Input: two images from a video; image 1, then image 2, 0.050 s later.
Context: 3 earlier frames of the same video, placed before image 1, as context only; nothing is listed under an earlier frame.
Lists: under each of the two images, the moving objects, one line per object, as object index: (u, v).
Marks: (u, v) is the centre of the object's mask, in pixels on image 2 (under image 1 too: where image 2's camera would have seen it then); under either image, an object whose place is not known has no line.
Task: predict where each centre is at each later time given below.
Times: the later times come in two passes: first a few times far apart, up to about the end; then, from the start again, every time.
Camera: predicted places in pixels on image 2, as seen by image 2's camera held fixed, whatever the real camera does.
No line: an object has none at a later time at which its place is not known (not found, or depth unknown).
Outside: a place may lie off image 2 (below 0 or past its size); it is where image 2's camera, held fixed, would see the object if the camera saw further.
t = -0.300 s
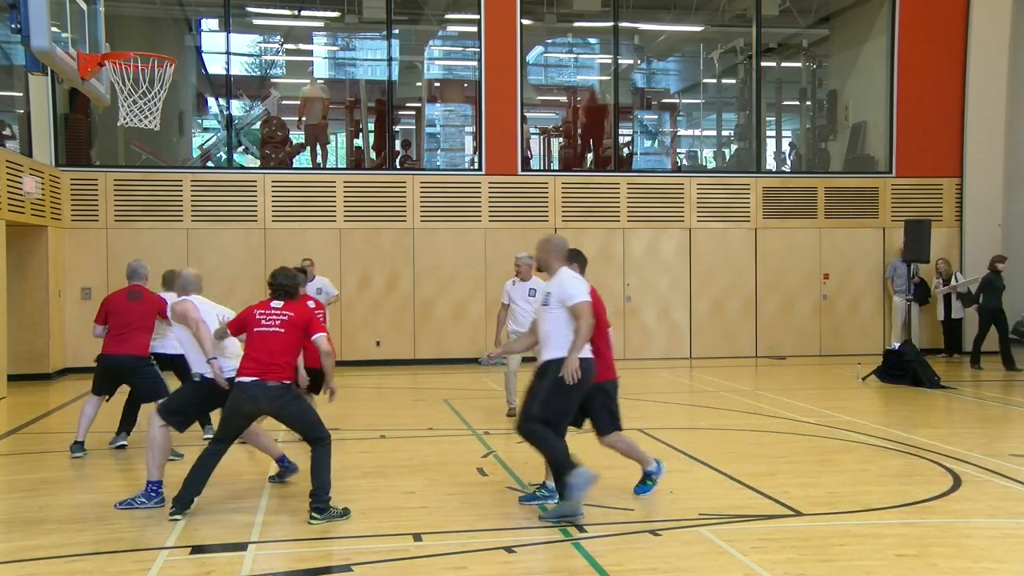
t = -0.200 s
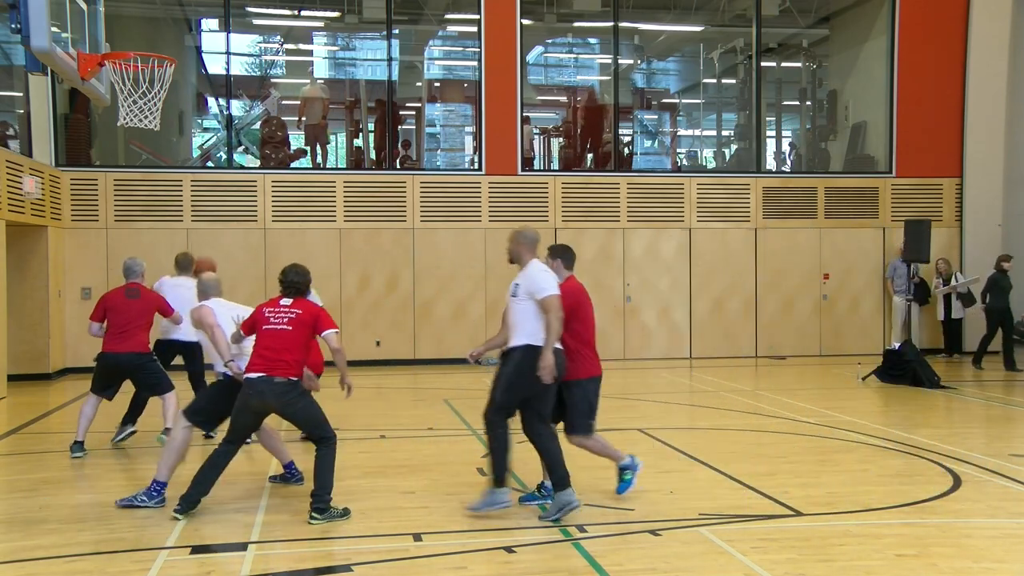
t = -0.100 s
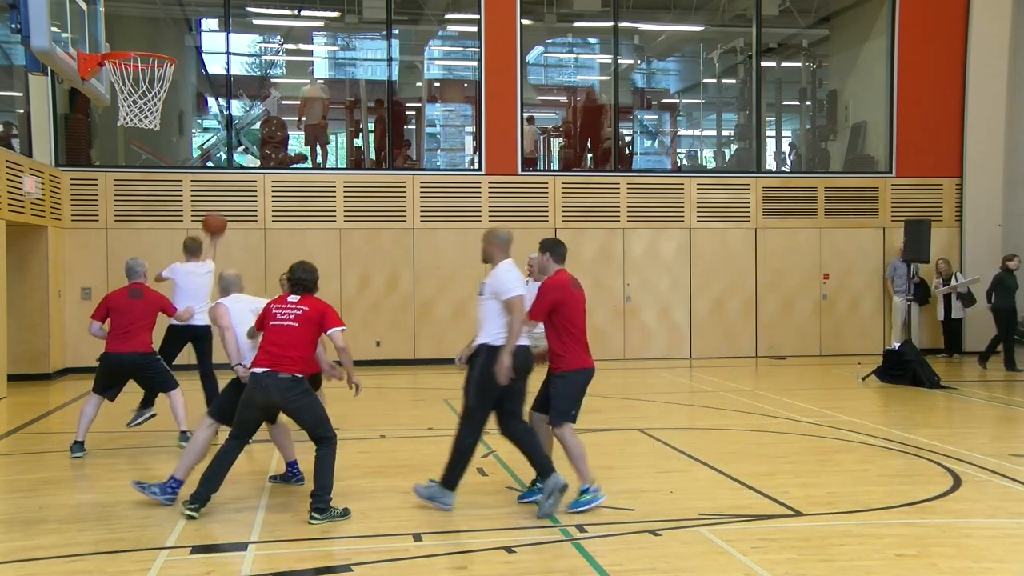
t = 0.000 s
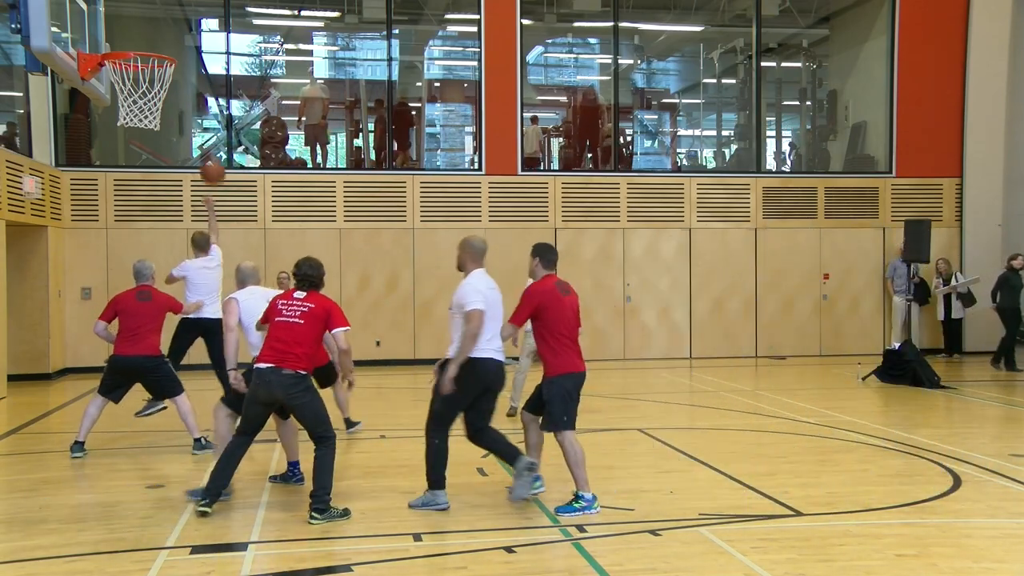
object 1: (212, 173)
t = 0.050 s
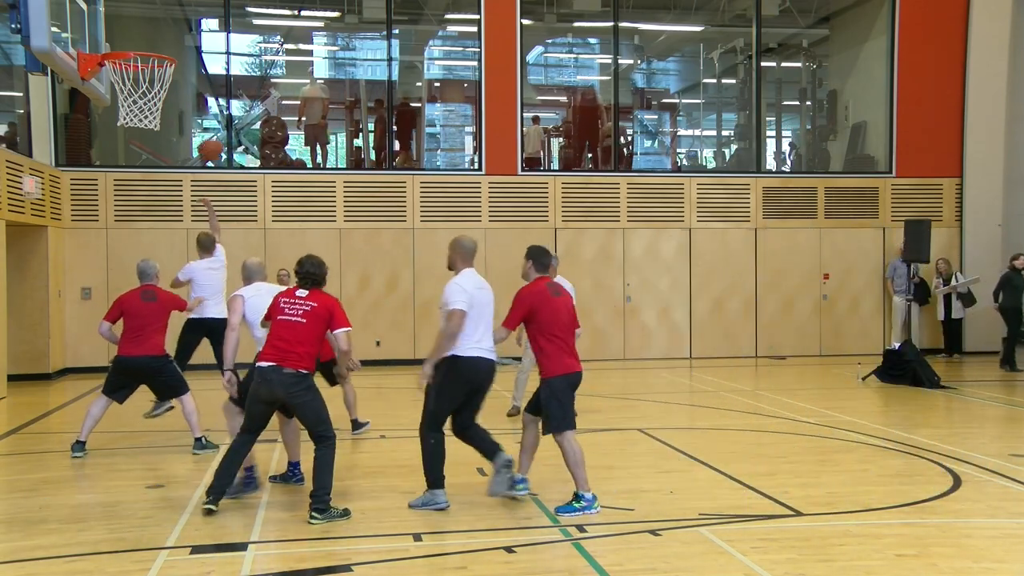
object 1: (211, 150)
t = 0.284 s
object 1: (197, 65)
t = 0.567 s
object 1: (184, 33)
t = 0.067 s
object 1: (209, 142)
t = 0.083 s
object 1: (209, 135)
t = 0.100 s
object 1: (207, 127)
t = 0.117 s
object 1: (206, 120)
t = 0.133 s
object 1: (205, 113)
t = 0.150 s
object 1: (204, 107)
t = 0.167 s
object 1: (204, 101)
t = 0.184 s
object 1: (203, 95)
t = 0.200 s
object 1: (203, 89)
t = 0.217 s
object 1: (201, 85)
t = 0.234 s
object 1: (200, 79)
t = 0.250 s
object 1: (199, 74)
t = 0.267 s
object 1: (198, 69)
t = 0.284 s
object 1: (197, 65)
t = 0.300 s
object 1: (196, 61)
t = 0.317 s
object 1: (196, 57)
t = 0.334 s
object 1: (195, 53)
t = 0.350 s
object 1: (194, 49)
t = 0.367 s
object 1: (193, 47)
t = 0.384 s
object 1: (193, 44)
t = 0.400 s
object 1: (192, 41)
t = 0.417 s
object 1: (191, 39)
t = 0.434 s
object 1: (190, 37)
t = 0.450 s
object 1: (189, 36)
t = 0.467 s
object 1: (188, 35)
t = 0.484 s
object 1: (187, 33)
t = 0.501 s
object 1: (186, 33)
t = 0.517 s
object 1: (186, 32)
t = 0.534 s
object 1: (185, 32)
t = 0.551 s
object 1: (184, 32)
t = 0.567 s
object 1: (184, 33)
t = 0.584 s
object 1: (183, 34)
